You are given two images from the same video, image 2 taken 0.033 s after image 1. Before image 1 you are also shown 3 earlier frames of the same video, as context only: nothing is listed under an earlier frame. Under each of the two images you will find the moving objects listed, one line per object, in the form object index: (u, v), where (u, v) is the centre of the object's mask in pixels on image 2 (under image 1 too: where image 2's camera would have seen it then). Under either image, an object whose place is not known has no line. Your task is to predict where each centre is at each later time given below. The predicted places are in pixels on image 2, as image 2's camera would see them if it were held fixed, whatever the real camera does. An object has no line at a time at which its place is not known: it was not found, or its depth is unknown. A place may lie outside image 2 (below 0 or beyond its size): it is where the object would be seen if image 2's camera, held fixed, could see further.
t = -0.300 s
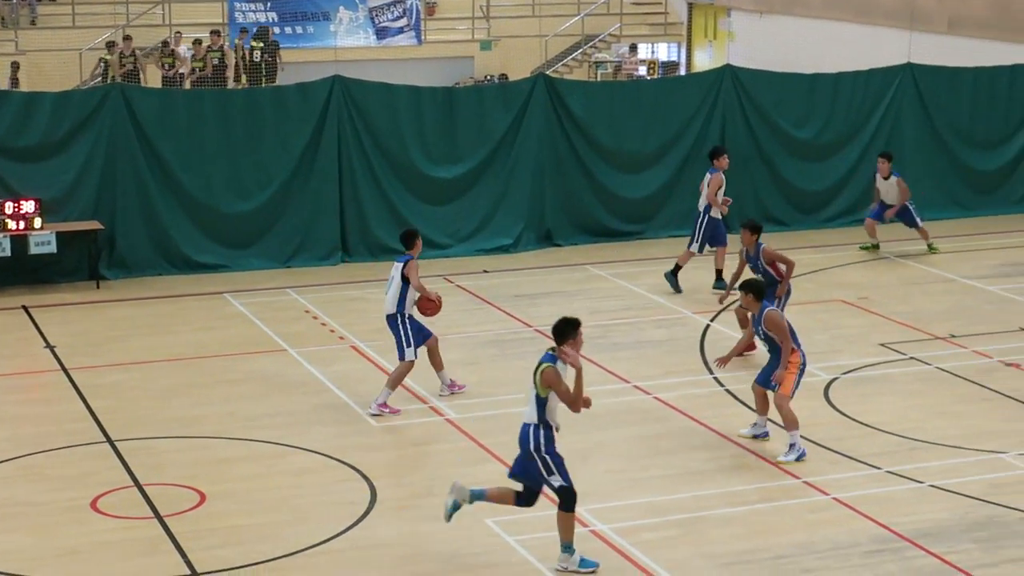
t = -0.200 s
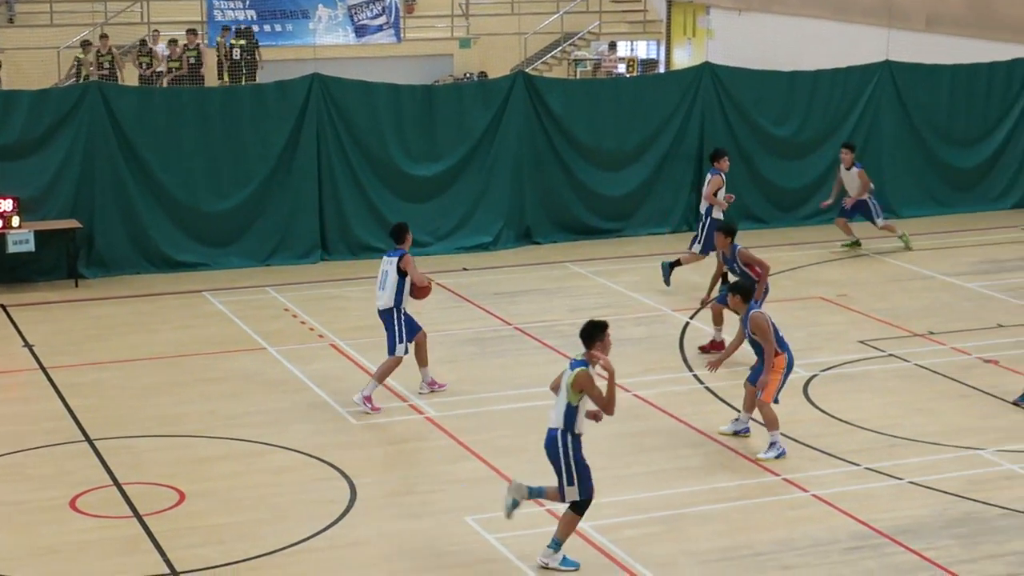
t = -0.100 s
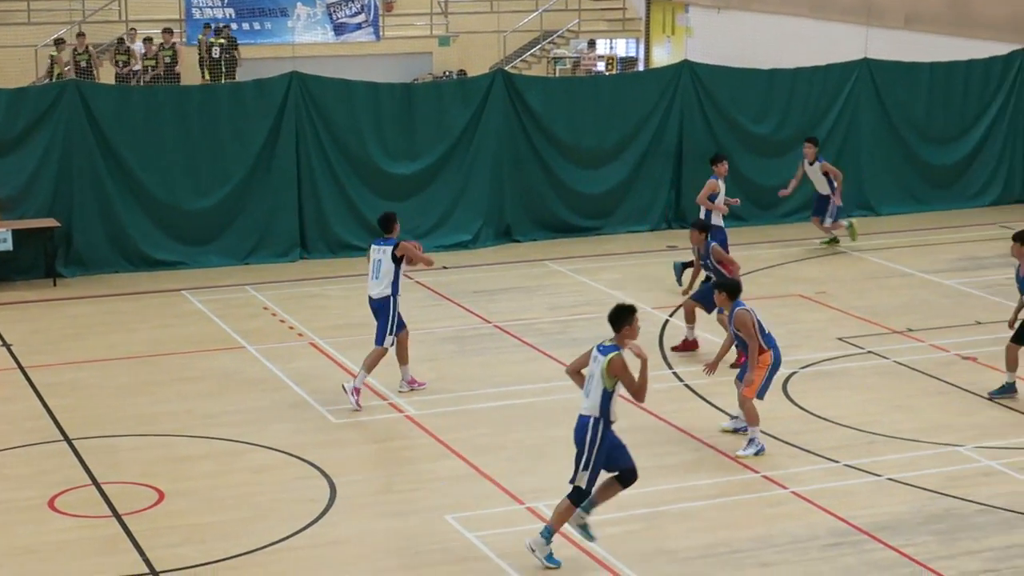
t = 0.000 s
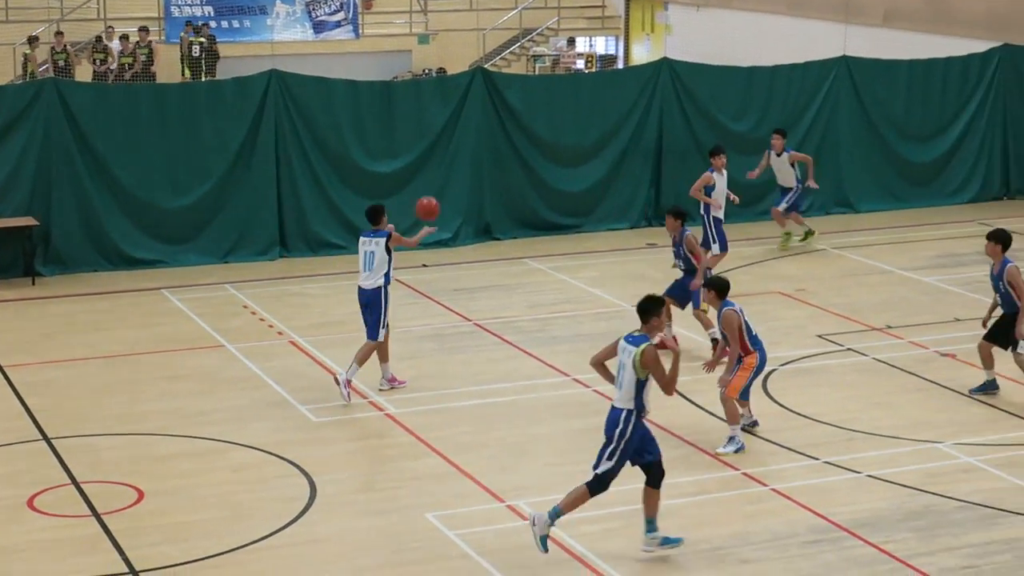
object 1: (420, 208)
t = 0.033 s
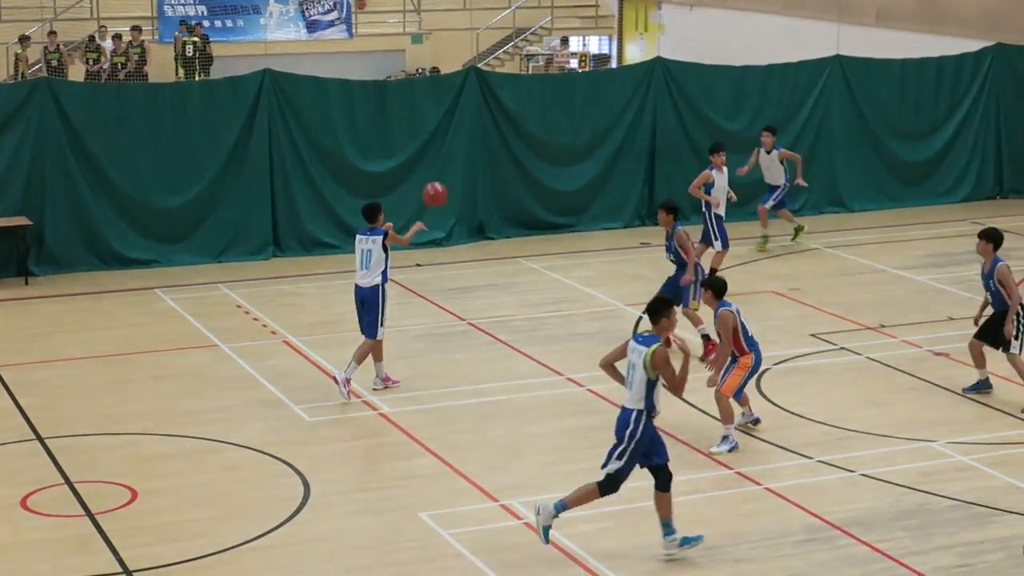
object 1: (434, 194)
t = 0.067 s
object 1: (448, 181)
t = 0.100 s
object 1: (460, 169)
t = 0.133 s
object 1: (472, 160)
